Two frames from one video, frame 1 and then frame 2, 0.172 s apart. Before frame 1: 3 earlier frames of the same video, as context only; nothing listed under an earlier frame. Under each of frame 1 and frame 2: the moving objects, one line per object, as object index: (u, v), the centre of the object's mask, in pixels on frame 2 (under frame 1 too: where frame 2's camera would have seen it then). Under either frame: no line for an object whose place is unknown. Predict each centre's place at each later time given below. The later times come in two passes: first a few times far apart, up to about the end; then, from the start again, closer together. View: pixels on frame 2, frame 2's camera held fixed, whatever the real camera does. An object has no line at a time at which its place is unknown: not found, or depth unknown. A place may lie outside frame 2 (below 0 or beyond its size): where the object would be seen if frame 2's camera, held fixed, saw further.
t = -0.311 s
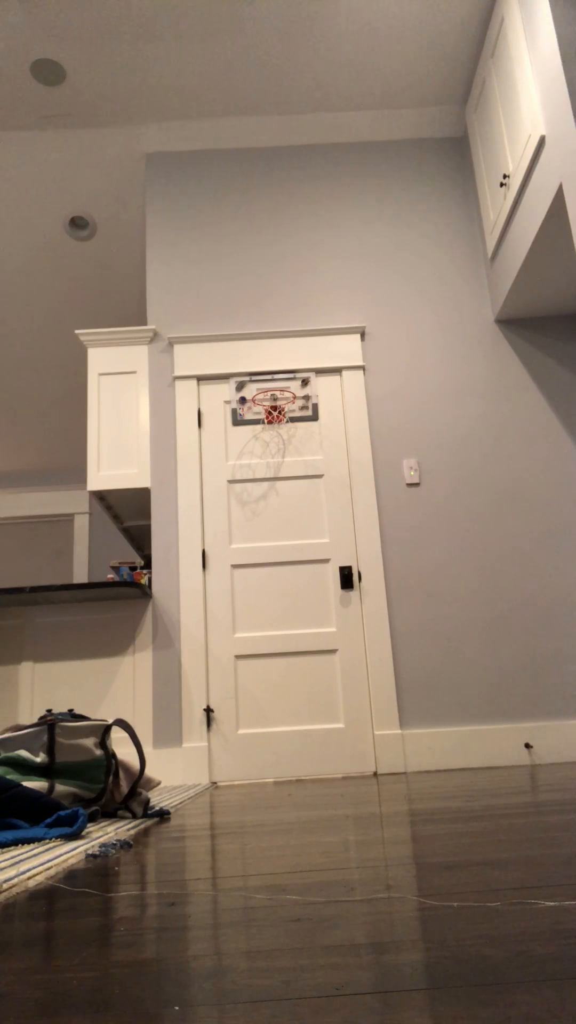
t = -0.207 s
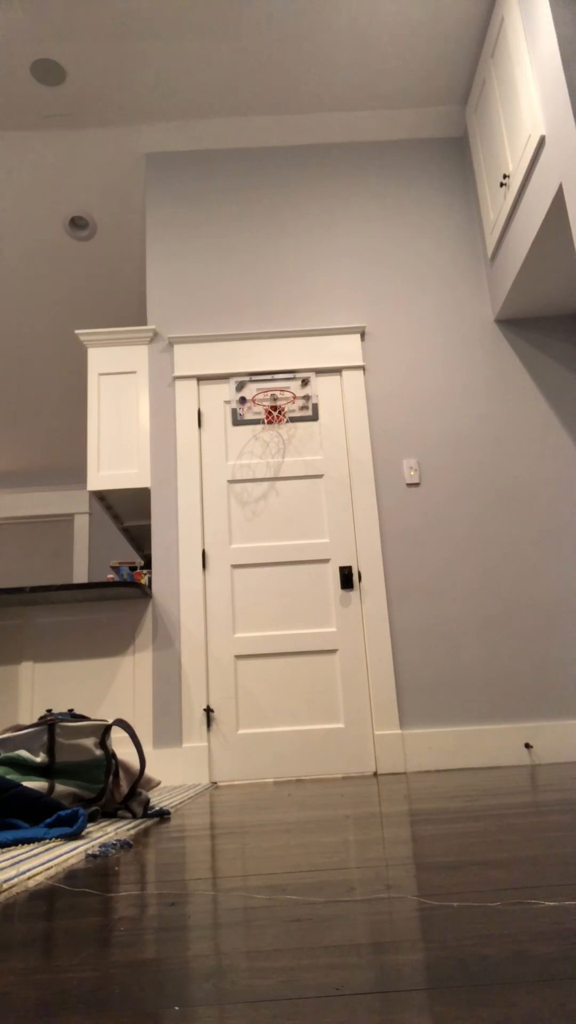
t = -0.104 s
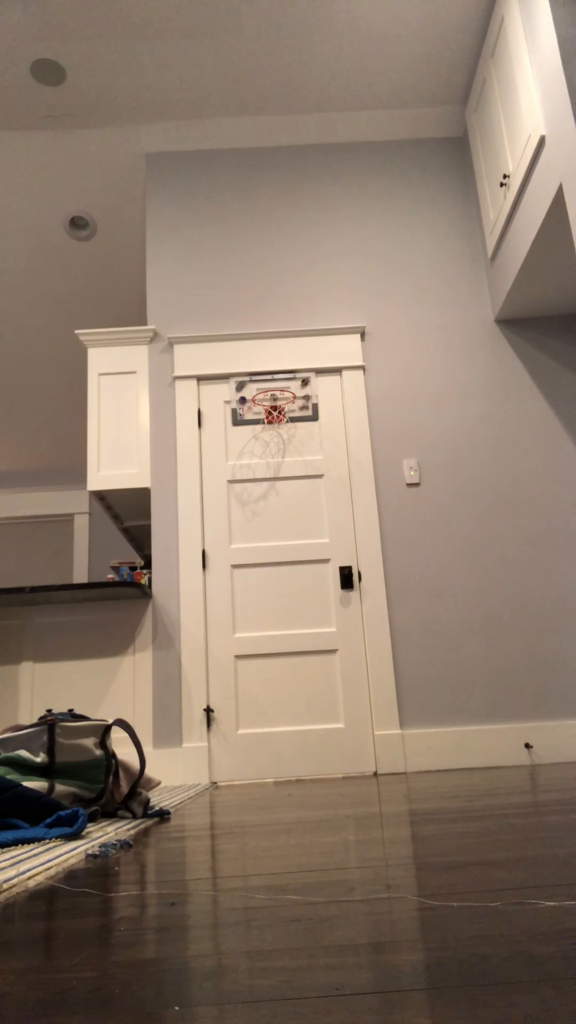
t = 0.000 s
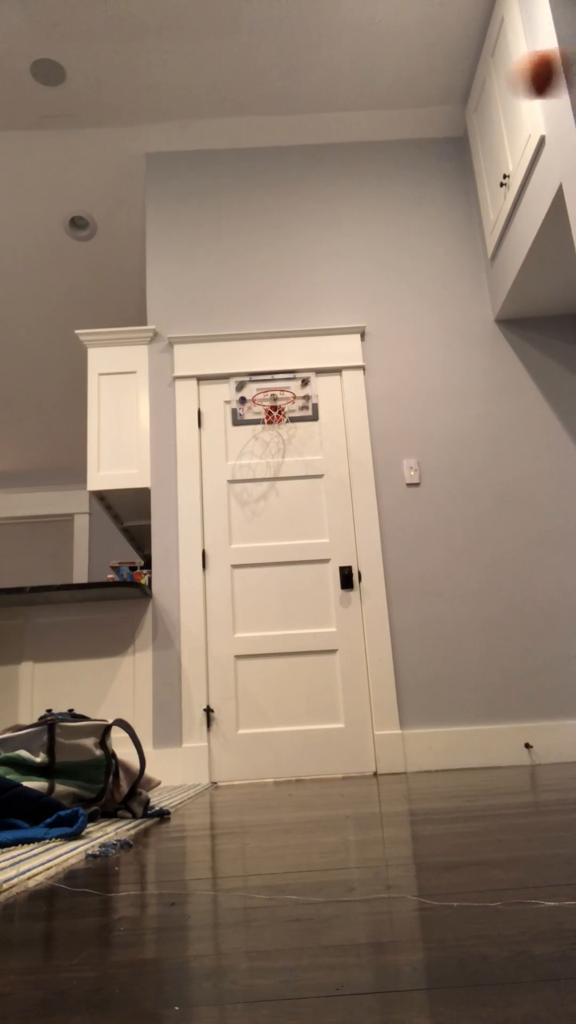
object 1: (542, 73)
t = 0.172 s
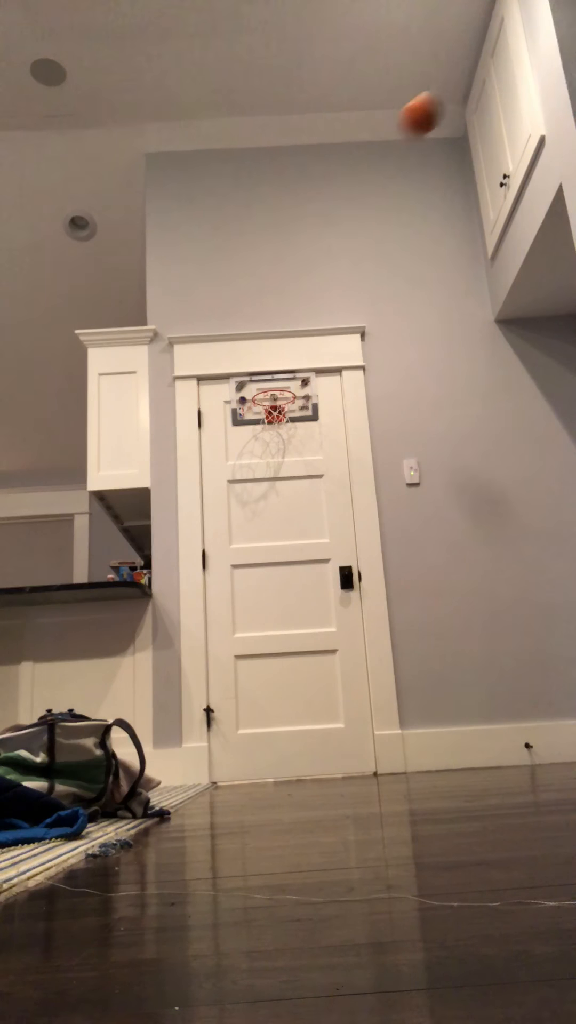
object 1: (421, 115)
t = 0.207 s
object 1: (404, 129)
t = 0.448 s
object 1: (320, 255)
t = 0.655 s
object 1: (274, 399)
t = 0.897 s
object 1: (260, 460)
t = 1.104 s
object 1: (256, 668)
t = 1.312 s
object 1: (248, 644)
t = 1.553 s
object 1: (238, 523)
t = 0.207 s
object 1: (404, 129)
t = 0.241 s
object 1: (388, 144)
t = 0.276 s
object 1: (374, 159)
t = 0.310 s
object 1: (361, 176)
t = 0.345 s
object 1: (350, 194)
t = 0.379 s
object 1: (339, 213)
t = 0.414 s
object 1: (329, 233)
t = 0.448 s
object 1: (320, 255)
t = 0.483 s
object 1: (310, 279)
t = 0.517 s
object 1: (302, 302)
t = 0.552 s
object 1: (294, 327)
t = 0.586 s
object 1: (286, 353)
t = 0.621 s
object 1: (278, 380)
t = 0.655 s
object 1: (274, 399)
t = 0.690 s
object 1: (267, 405)
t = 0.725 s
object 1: (267, 411)
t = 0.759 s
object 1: (263, 415)
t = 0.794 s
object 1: (262, 423)
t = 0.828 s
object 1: (262, 432)
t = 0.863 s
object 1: (260, 445)
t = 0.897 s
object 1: (260, 460)
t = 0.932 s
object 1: (259, 479)
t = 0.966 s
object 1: (258, 500)
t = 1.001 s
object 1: (257, 553)
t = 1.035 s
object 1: (256, 587)
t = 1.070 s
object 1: (256, 621)
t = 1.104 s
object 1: (256, 668)
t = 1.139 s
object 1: (256, 709)
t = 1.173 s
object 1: (256, 760)
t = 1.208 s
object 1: (254, 742)
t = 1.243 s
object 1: (252, 707)
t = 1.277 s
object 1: (249, 674)
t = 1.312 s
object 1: (248, 644)
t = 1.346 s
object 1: (246, 617)
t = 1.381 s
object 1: (244, 594)
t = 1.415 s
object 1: (243, 576)
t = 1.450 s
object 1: (241, 557)
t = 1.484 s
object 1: (240, 543)
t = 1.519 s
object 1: (239, 531)
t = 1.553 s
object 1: (238, 523)
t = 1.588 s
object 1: (237, 517)
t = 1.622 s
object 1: (236, 513)
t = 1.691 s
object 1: (235, 515)
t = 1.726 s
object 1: (235, 521)
